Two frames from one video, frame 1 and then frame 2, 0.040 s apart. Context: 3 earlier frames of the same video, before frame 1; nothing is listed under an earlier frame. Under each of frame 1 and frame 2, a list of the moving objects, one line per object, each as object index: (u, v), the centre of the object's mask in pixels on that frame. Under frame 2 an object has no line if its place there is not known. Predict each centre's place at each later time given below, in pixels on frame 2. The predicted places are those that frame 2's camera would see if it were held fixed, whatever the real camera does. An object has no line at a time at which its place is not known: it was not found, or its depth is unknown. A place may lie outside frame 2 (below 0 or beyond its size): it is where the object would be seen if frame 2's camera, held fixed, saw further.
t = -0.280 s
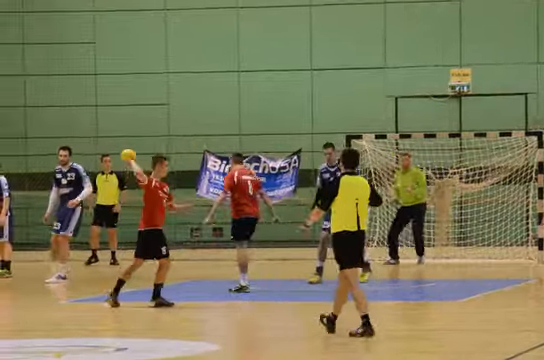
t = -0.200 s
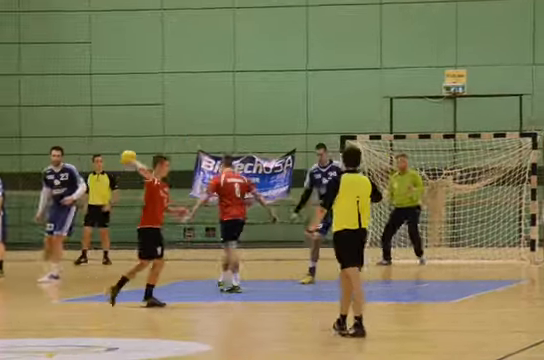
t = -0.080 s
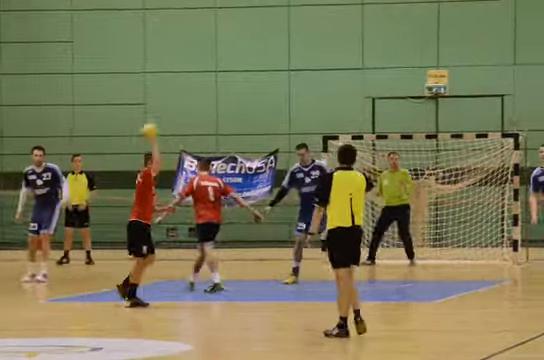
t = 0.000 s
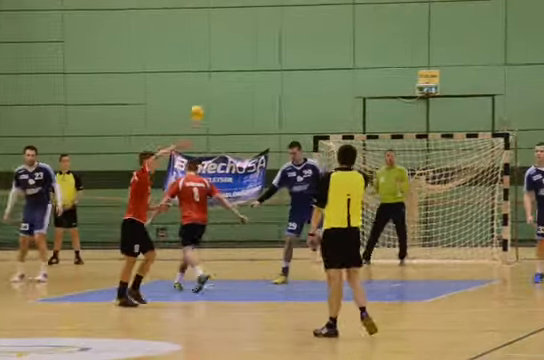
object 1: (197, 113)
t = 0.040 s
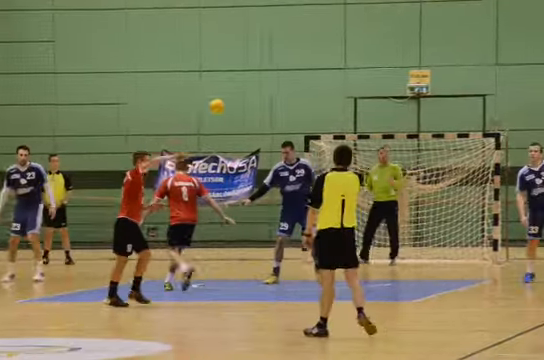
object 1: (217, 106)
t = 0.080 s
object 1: (246, 102)
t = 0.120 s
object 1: (275, 99)
